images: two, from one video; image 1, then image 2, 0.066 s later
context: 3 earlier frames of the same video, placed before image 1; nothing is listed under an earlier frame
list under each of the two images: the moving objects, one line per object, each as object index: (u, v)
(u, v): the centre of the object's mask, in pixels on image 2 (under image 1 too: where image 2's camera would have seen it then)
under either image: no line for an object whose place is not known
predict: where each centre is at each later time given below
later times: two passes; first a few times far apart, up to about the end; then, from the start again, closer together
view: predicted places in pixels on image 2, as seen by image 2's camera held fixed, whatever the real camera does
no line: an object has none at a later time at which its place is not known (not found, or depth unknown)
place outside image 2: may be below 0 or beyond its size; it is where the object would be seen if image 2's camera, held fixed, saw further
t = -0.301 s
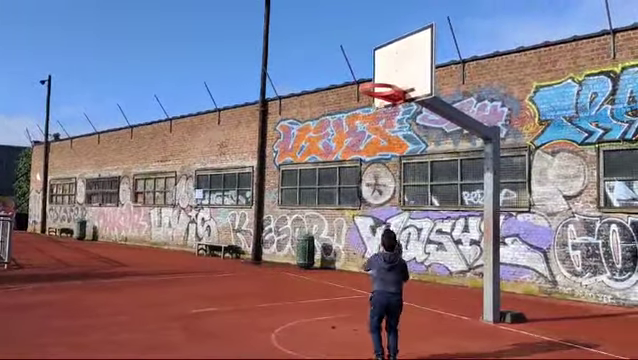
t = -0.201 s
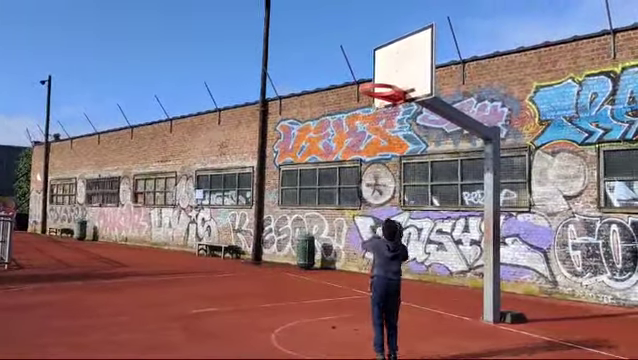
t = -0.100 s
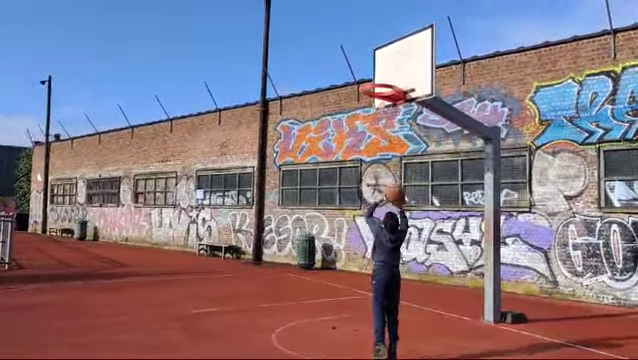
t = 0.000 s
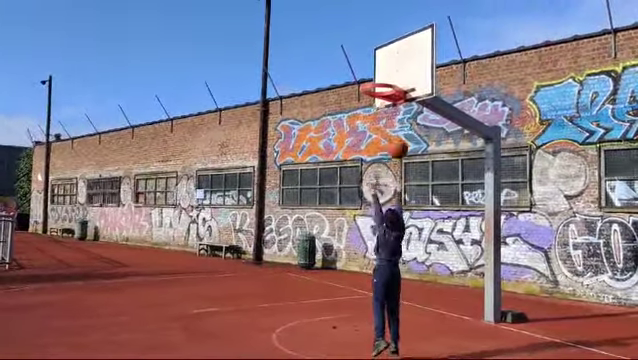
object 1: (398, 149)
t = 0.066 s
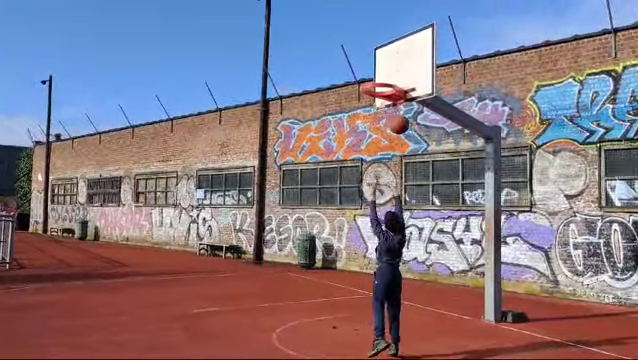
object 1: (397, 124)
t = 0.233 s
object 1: (402, 83)
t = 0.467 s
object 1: (405, 66)
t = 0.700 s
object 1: (408, 80)
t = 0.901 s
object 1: (420, 94)
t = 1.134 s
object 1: (439, 160)
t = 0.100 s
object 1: (400, 114)
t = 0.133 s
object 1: (400, 104)
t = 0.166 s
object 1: (400, 97)
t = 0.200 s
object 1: (402, 89)
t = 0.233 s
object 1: (402, 83)
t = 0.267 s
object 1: (403, 78)
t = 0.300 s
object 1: (403, 73)
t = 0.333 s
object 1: (403, 70)
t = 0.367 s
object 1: (404, 68)
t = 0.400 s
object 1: (404, 66)
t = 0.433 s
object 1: (405, 66)
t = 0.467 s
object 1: (405, 66)
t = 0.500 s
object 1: (405, 67)
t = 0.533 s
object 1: (406, 69)
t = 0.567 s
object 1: (406, 72)
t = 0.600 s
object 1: (405, 75)
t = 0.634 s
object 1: (406, 81)
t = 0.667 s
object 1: (407, 81)
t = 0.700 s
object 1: (408, 80)
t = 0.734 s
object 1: (410, 81)
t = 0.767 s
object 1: (413, 82)
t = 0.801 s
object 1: (415, 84)
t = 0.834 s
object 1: (417, 87)
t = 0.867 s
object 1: (419, 90)
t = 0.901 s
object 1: (420, 94)
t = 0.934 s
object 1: (422, 101)
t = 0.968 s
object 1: (424, 108)
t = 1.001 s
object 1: (429, 116)
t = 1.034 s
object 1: (433, 125)
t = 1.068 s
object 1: (435, 135)
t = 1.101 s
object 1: (436, 146)
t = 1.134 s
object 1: (439, 160)
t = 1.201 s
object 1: (445, 187)
